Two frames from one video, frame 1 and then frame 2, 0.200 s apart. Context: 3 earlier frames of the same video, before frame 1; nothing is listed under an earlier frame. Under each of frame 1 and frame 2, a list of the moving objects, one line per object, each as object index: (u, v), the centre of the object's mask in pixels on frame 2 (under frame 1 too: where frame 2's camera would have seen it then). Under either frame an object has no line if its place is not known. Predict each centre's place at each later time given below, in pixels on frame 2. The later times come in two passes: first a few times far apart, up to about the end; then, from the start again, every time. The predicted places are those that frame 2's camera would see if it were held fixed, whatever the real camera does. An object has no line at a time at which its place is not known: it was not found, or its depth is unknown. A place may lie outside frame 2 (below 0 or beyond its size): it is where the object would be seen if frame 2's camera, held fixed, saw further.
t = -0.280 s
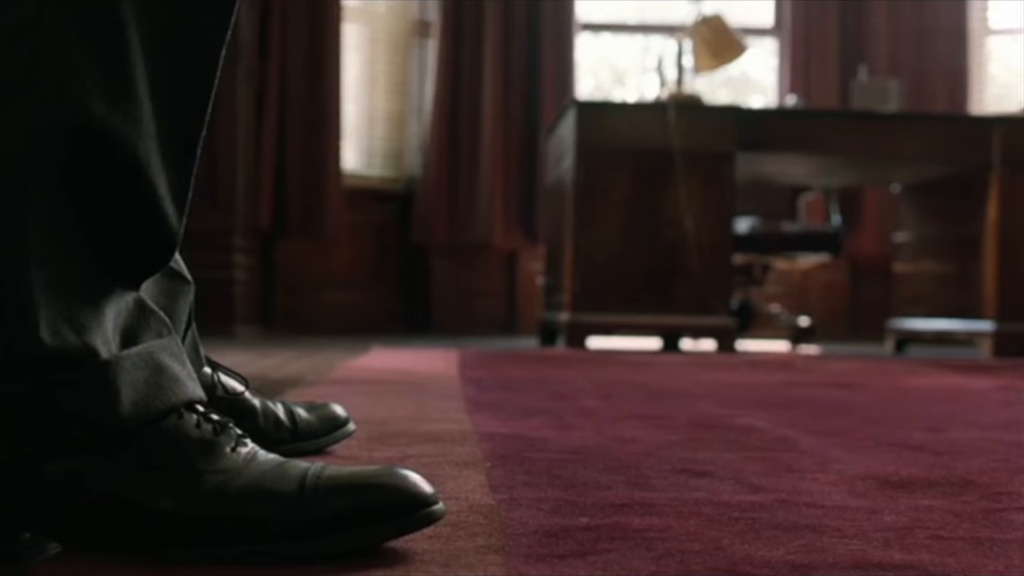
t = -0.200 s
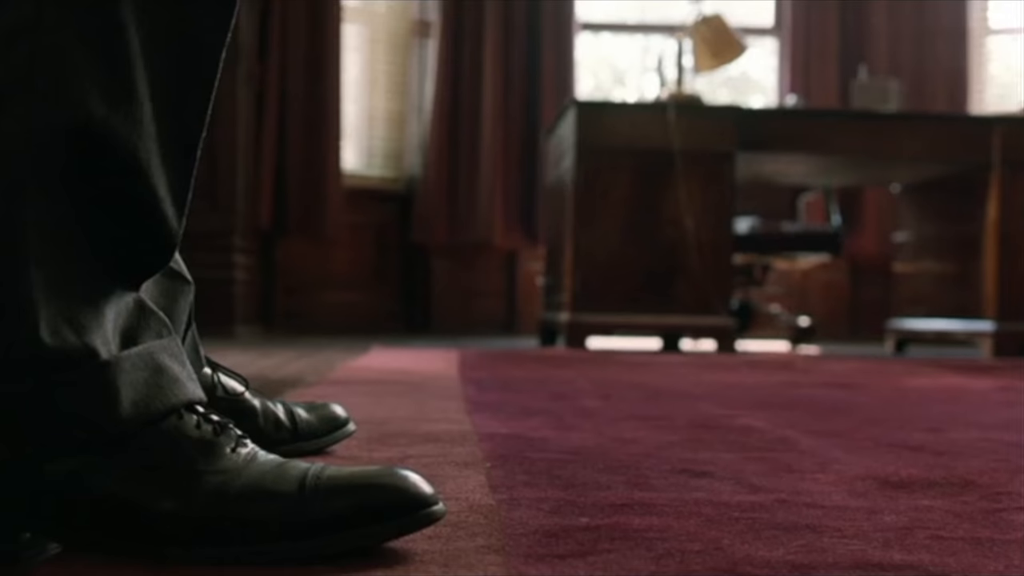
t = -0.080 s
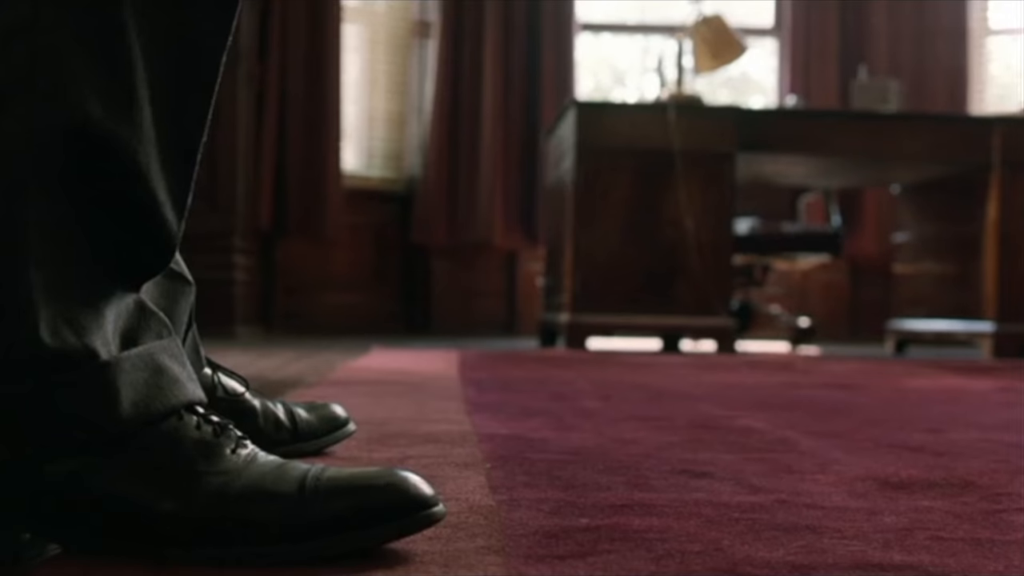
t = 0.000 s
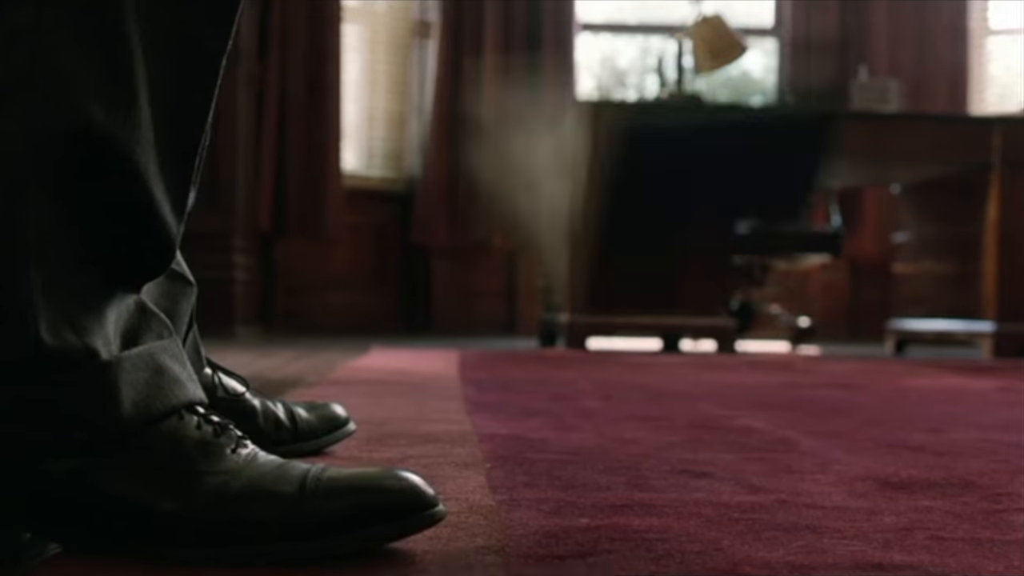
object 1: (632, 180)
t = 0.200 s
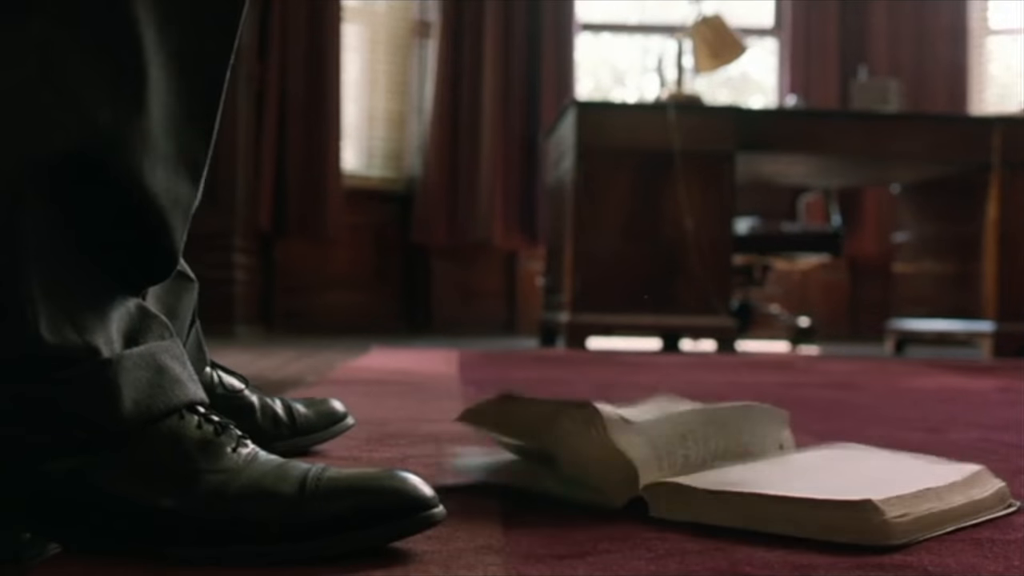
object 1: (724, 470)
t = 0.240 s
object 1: (719, 467)
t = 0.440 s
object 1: (744, 483)
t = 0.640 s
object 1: (744, 483)
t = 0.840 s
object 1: (743, 483)
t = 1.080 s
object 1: (743, 483)
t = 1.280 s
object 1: (743, 483)
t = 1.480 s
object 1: (743, 483)
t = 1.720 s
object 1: (743, 483)
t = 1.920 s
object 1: (744, 483)
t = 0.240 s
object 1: (719, 467)
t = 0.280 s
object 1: (732, 472)
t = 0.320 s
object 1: (734, 477)
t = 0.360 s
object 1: (742, 482)
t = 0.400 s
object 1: (744, 483)
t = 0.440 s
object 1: (744, 483)
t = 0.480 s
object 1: (744, 483)
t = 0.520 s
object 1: (744, 483)
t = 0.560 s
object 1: (744, 483)
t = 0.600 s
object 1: (743, 483)
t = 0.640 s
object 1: (744, 483)
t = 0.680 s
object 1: (743, 483)
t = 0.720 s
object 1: (743, 483)
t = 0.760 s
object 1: (743, 483)
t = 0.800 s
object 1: (743, 483)
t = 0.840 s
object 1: (743, 483)
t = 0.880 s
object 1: (743, 483)
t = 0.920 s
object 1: (743, 482)
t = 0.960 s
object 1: (742, 482)
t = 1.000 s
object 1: (743, 482)
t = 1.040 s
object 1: (743, 483)
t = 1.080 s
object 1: (743, 483)
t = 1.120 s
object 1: (743, 483)
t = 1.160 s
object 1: (743, 482)
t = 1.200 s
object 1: (743, 482)
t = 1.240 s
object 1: (743, 482)
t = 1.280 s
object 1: (743, 483)
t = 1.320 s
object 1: (743, 483)
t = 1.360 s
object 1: (743, 483)
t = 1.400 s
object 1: (743, 483)
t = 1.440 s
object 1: (743, 483)
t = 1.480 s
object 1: (743, 483)
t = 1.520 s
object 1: (743, 483)
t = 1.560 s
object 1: (743, 483)
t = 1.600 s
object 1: (743, 483)
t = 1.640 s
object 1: (743, 483)
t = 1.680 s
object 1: (743, 483)
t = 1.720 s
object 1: (743, 483)
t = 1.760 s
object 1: (743, 483)
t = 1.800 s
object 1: (743, 483)
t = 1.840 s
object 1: (743, 483)
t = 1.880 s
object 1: (743, 483)
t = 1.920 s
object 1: (744, 483)
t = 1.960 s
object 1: (743, 483)
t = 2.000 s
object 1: (743, 483)
